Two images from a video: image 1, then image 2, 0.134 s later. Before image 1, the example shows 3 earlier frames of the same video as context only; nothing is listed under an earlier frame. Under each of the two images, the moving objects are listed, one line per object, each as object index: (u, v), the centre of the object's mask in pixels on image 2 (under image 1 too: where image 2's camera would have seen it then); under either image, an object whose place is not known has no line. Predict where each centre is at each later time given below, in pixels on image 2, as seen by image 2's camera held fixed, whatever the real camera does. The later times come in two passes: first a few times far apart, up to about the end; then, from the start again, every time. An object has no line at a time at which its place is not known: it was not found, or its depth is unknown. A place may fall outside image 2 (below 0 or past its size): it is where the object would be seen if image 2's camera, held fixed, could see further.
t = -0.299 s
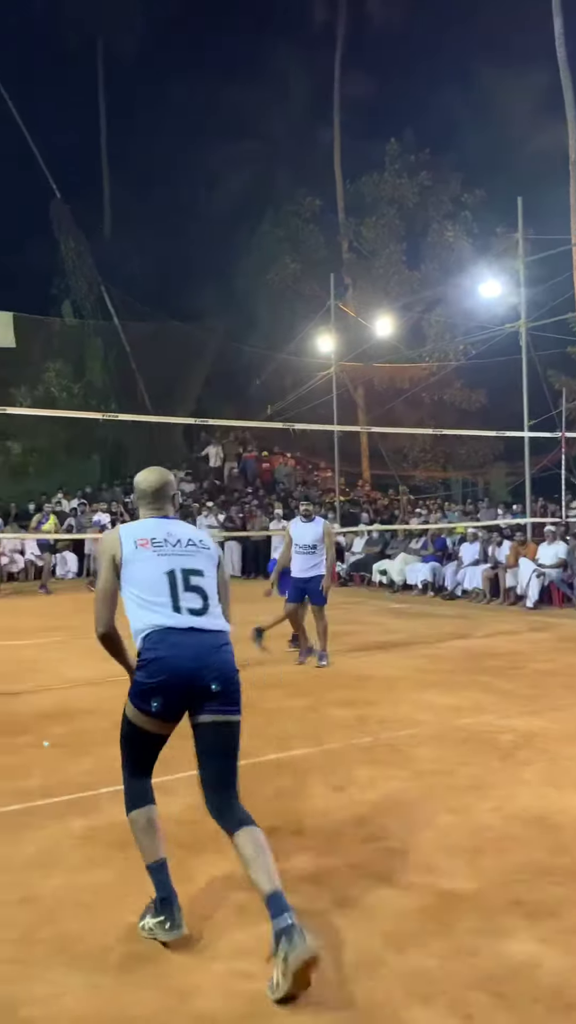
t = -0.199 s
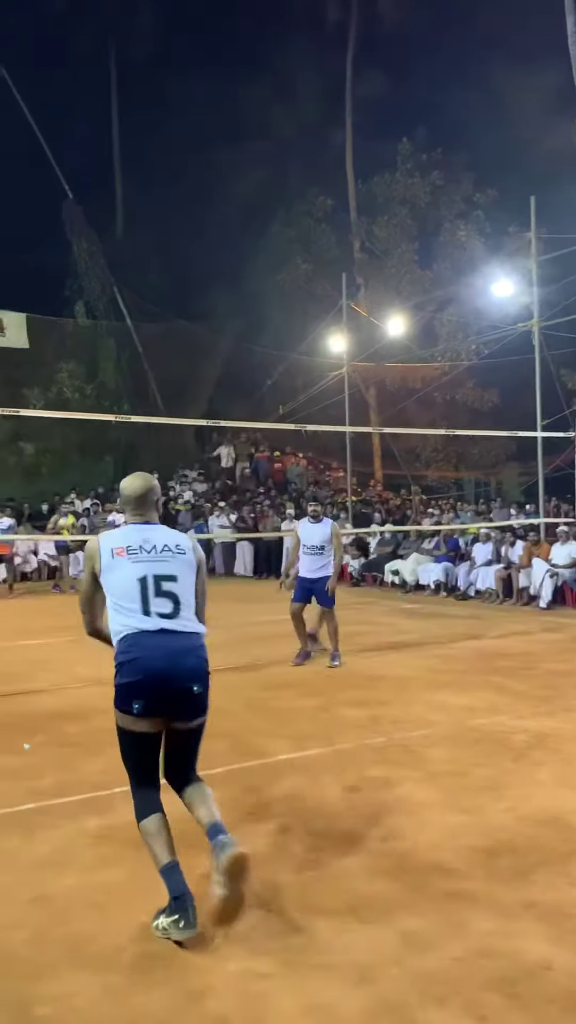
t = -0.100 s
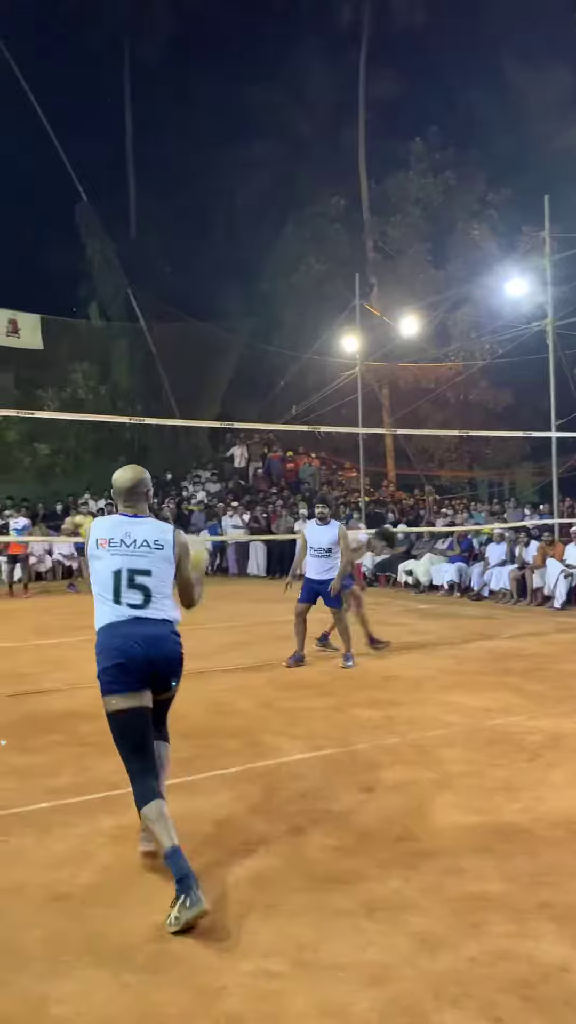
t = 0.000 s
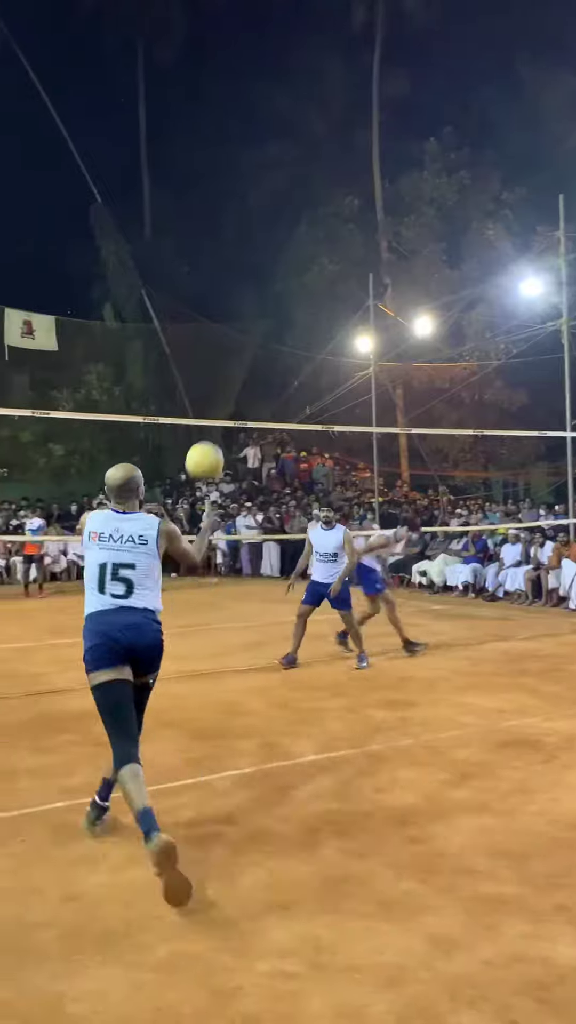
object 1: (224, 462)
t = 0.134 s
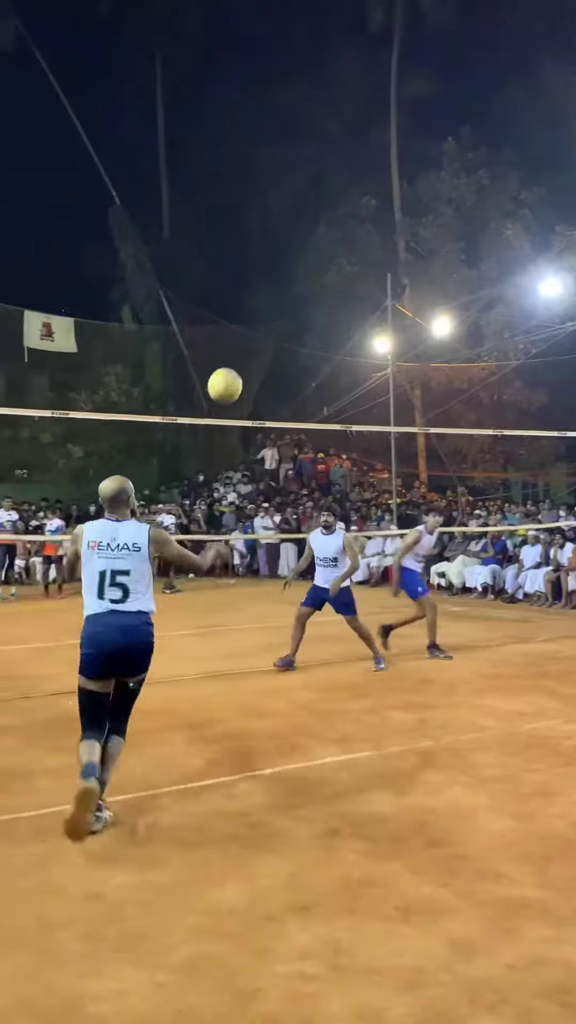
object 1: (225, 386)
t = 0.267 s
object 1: (228, 349)
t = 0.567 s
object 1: (237, 364)
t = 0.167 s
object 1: (225, 373)
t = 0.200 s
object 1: (226, 363)
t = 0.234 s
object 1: (227, 355)
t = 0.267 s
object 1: (228, 349)
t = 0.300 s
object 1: (229, 345)
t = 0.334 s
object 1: (230, 342)
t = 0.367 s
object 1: (231, 341)
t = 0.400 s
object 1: (232, 342)
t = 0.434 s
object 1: (233, 344)
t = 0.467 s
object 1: (234, 347)
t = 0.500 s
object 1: (235, 351)
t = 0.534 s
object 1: (236, 357)
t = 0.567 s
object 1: (237, 364)
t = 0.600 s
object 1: (238, 372)
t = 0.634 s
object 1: (238, 380)
